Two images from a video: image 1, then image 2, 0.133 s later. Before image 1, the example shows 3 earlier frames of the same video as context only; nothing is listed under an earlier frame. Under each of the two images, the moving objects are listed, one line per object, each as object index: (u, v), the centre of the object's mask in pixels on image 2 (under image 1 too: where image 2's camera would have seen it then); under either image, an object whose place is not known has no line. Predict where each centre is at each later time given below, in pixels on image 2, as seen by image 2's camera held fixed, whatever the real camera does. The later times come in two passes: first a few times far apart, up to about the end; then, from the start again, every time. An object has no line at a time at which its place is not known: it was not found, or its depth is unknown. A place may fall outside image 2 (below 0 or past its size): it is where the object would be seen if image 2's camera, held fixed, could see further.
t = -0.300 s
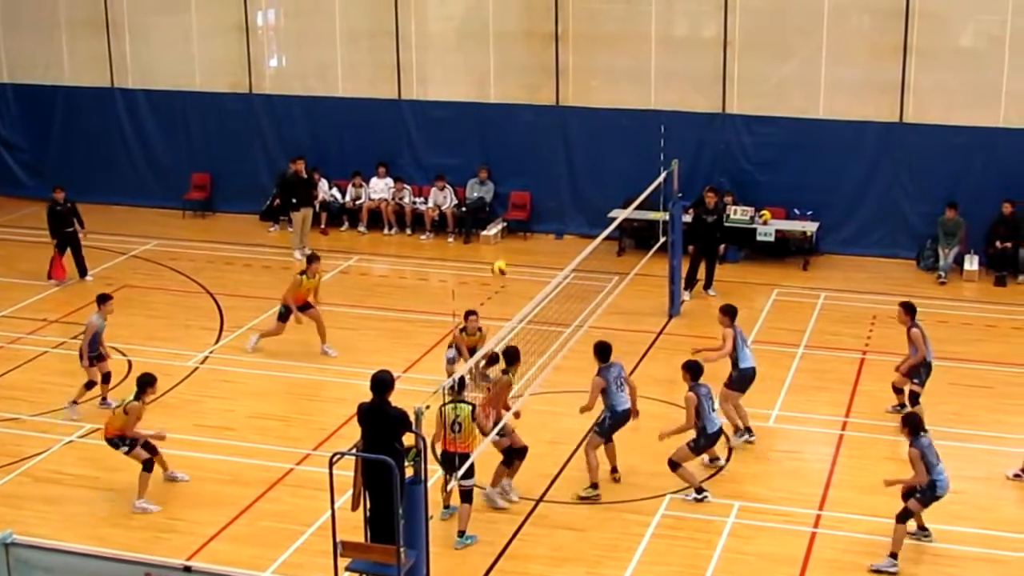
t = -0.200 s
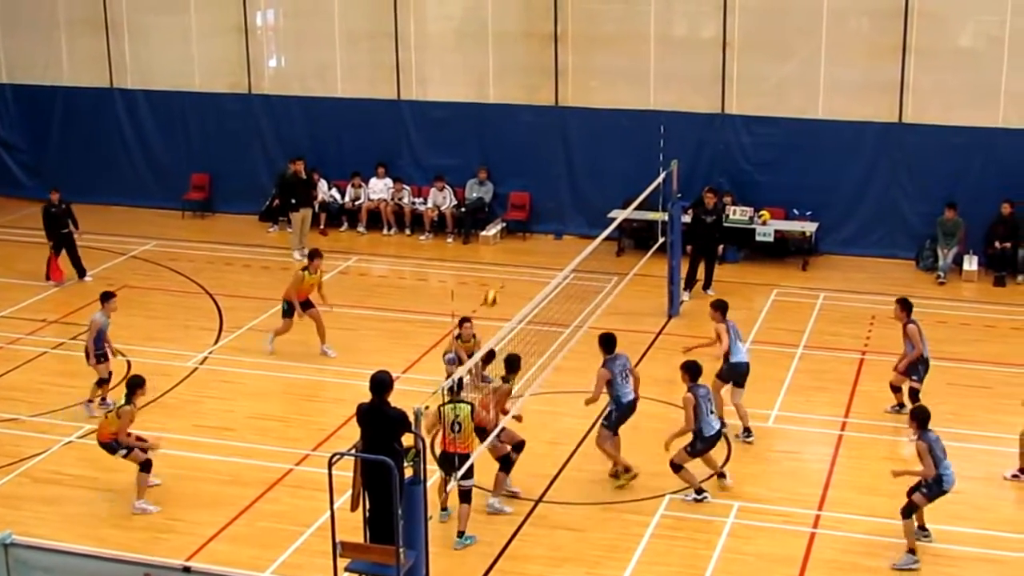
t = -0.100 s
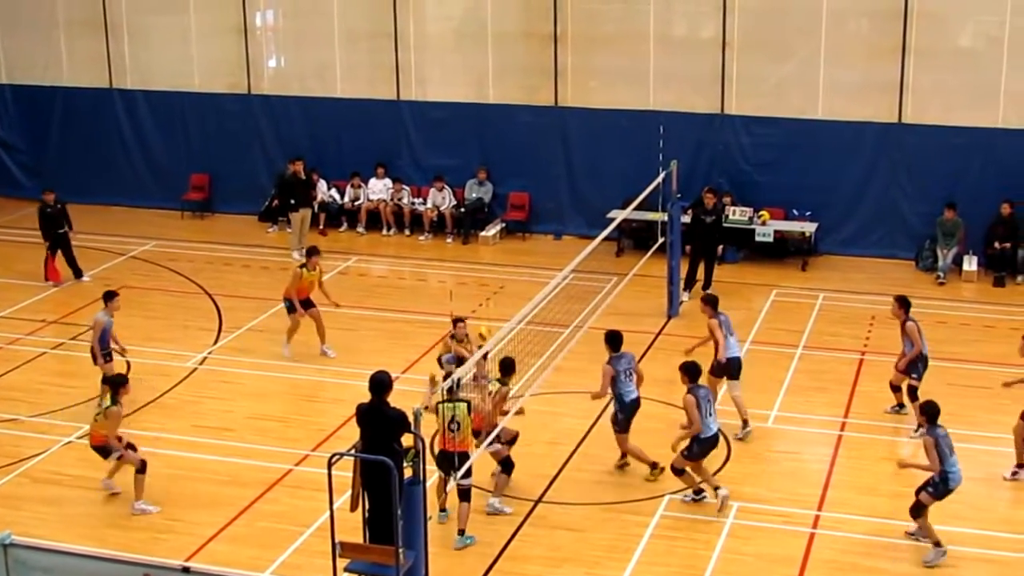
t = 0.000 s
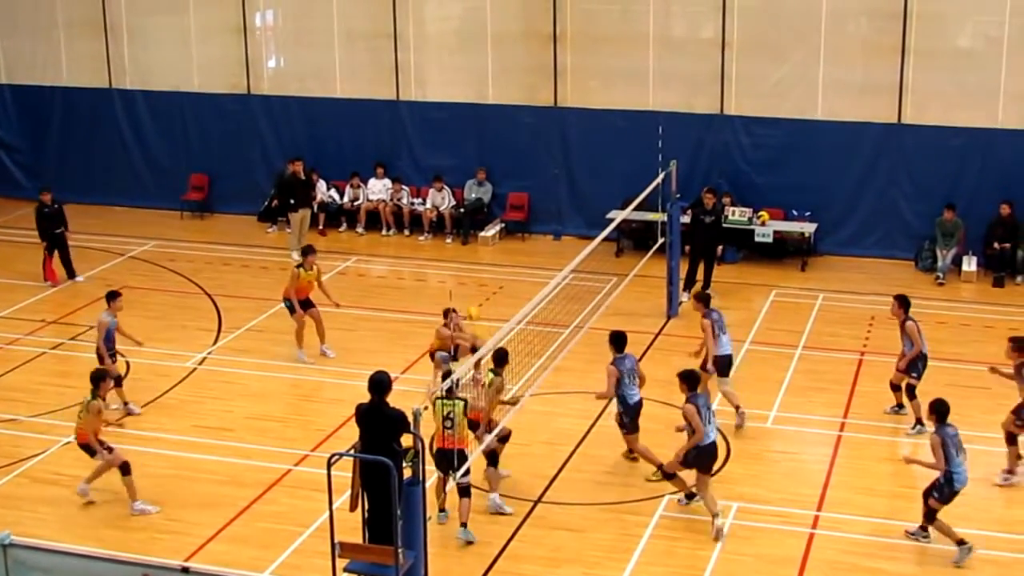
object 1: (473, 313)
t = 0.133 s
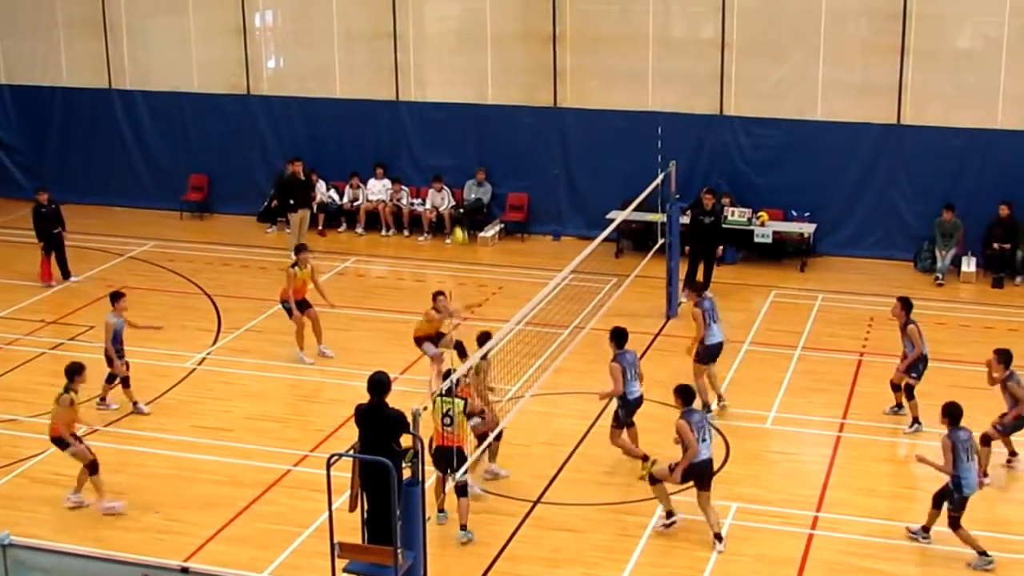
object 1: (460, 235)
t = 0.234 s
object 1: (450, 184)
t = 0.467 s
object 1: (425, 95)
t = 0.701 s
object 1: (397, 47)
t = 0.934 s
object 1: (371, 45)
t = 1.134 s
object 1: (347, 84)
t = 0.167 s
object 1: (456, 220)
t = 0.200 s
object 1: (454, 203)
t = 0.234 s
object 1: (450, 184)
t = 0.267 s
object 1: (446, 170)
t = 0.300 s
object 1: (443, 155)
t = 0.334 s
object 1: (439, 142)
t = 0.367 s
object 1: (436, 129)
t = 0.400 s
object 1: (433, 117)
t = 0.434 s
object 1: (430, 107)
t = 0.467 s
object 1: (425, 95)
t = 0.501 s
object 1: (421, 86)
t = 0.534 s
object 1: (417, 77)
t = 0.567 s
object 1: (414, 70)
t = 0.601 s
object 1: (410, 63)
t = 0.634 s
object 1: (406, 57)
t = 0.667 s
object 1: (401, 51)
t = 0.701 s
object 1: (397, 47)
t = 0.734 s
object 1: (394, 45)
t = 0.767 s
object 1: (390, 43)
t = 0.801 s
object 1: (386, 41)
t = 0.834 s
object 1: (383, 41)
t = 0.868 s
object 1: (380, 42)
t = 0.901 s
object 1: (376, 42)
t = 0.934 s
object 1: (371, 45)
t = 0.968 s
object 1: (366, 49)
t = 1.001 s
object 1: (362, 54)
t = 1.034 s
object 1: (359, 60)
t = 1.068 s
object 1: (355, 67)
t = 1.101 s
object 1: (352, 74)
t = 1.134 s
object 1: (347, 84)
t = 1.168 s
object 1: (343, 94)
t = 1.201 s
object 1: (338, 105)
